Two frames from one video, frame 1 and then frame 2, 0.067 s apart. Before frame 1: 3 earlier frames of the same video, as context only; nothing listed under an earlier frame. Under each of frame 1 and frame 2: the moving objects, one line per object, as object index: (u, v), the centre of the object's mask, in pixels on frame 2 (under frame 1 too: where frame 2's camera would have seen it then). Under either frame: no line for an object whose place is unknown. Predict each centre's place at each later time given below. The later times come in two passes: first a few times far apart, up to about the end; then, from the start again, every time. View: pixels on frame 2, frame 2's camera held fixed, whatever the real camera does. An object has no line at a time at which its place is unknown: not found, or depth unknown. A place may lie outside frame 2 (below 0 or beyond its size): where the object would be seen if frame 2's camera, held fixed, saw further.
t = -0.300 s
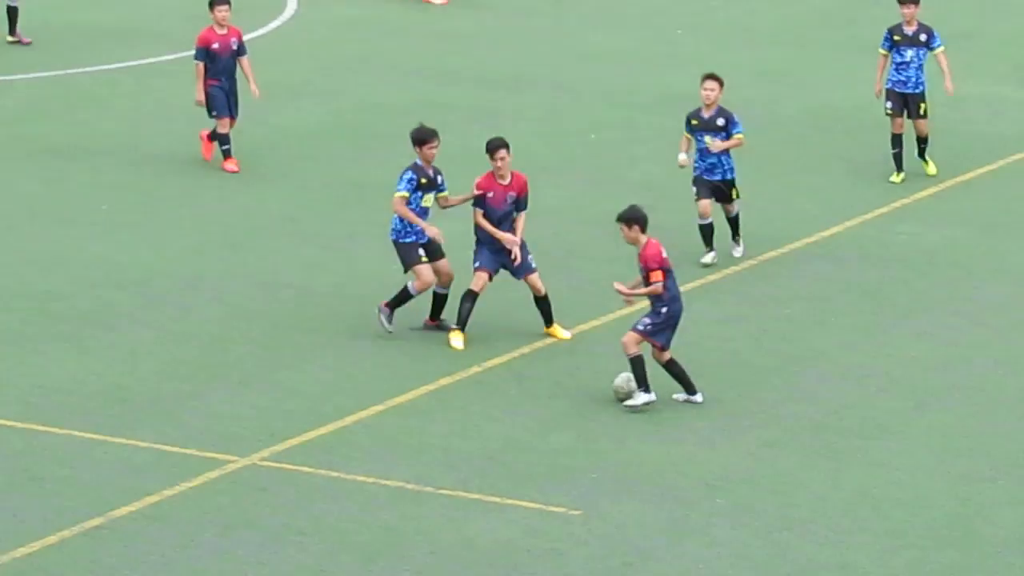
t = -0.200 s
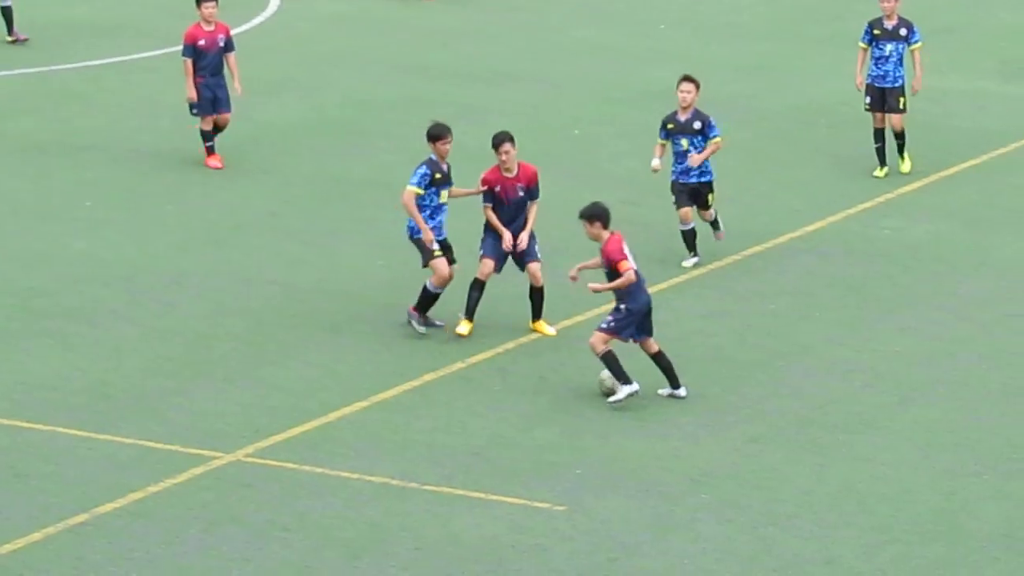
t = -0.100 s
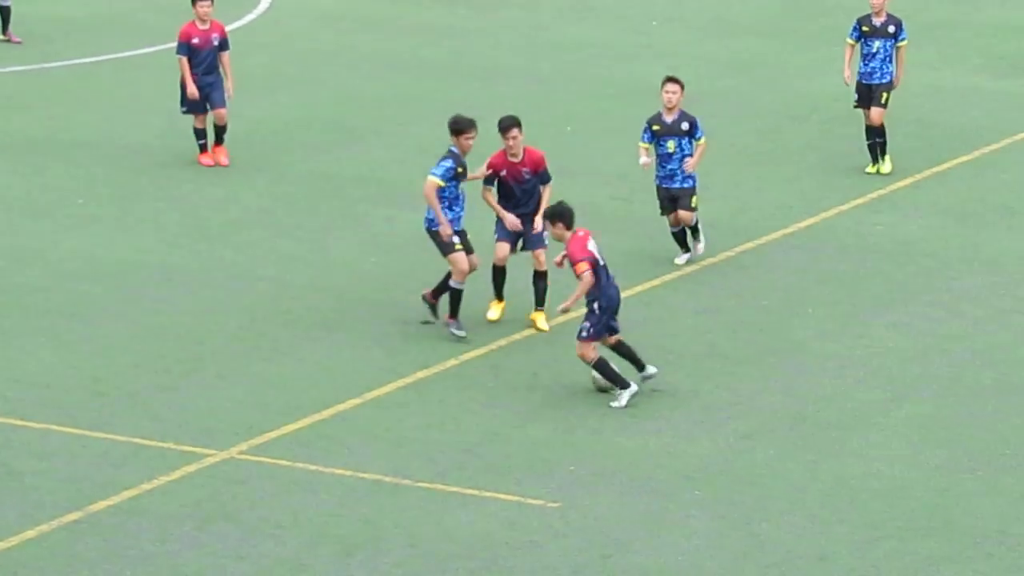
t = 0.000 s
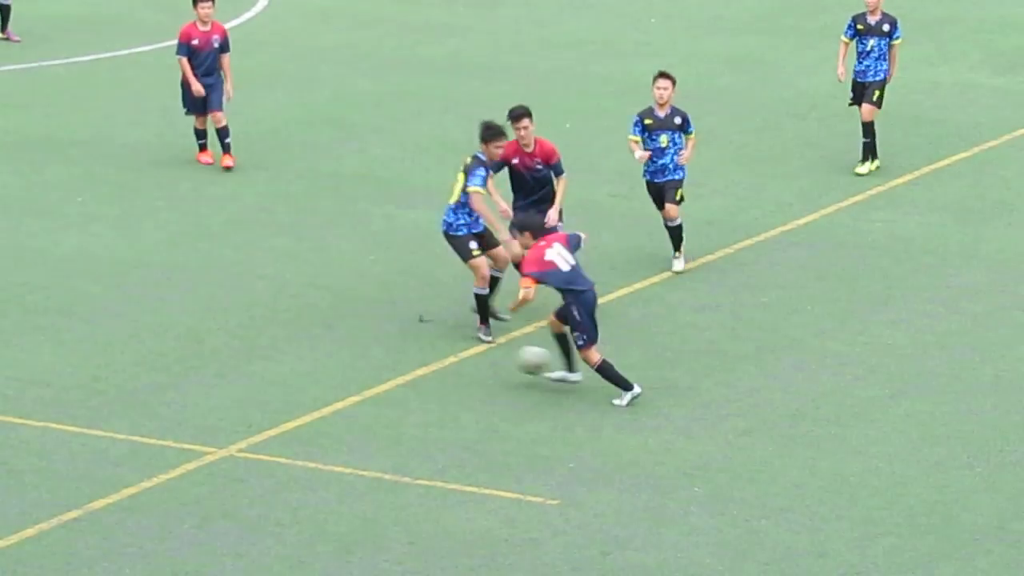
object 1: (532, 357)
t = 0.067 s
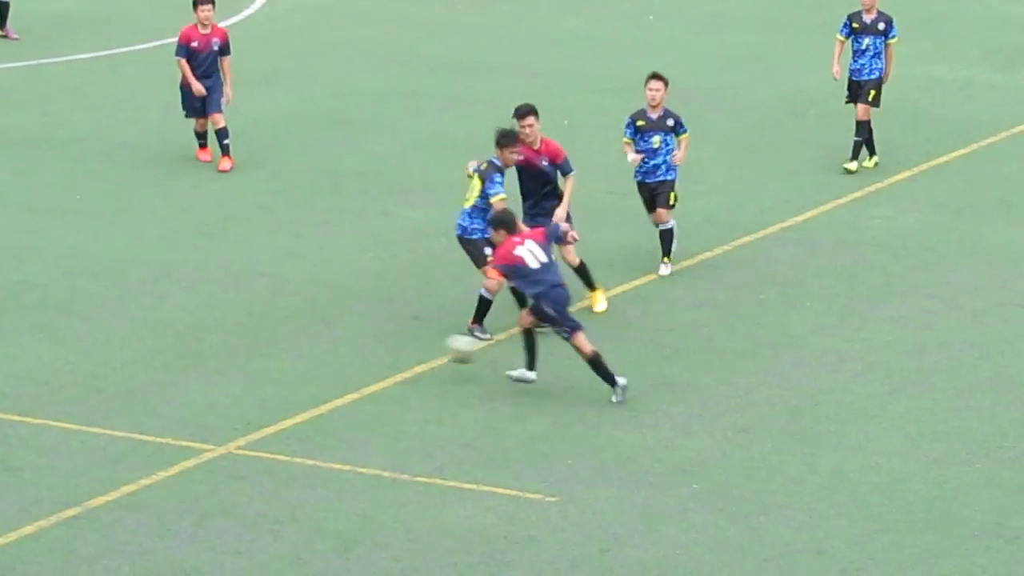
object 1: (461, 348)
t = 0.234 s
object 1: (286, 352)
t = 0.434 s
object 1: (120, 339)
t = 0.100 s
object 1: (426, 345)
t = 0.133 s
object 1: (391, 345)
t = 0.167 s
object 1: (354, 347)
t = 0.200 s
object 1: (320, 349)
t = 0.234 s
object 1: (286, 352)
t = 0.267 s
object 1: (250, 358)
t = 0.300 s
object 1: (224, 354)
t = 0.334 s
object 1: (198, 347)
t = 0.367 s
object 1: (172, 343)
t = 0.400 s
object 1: (147, 341)
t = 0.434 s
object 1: (120, 339)
